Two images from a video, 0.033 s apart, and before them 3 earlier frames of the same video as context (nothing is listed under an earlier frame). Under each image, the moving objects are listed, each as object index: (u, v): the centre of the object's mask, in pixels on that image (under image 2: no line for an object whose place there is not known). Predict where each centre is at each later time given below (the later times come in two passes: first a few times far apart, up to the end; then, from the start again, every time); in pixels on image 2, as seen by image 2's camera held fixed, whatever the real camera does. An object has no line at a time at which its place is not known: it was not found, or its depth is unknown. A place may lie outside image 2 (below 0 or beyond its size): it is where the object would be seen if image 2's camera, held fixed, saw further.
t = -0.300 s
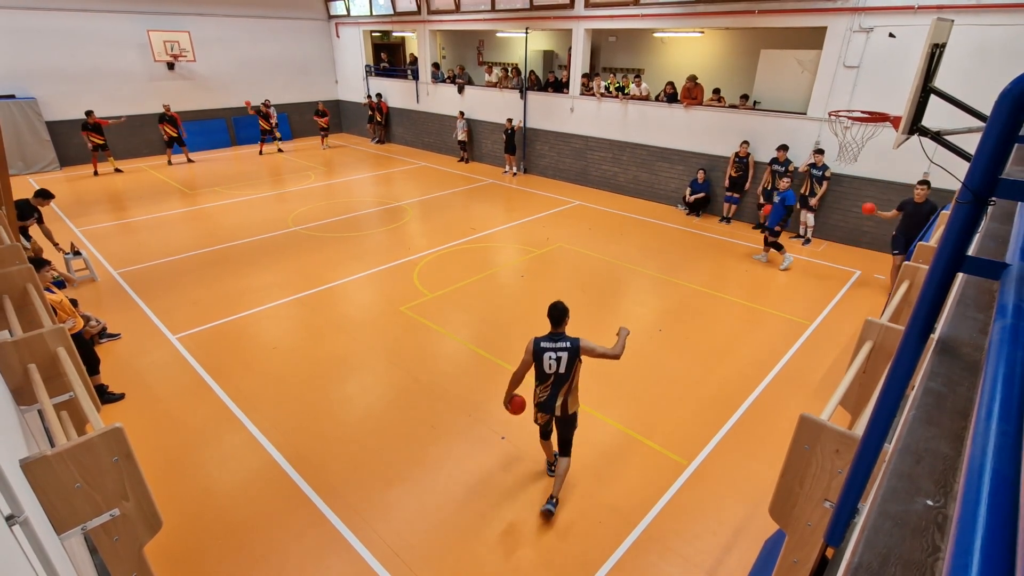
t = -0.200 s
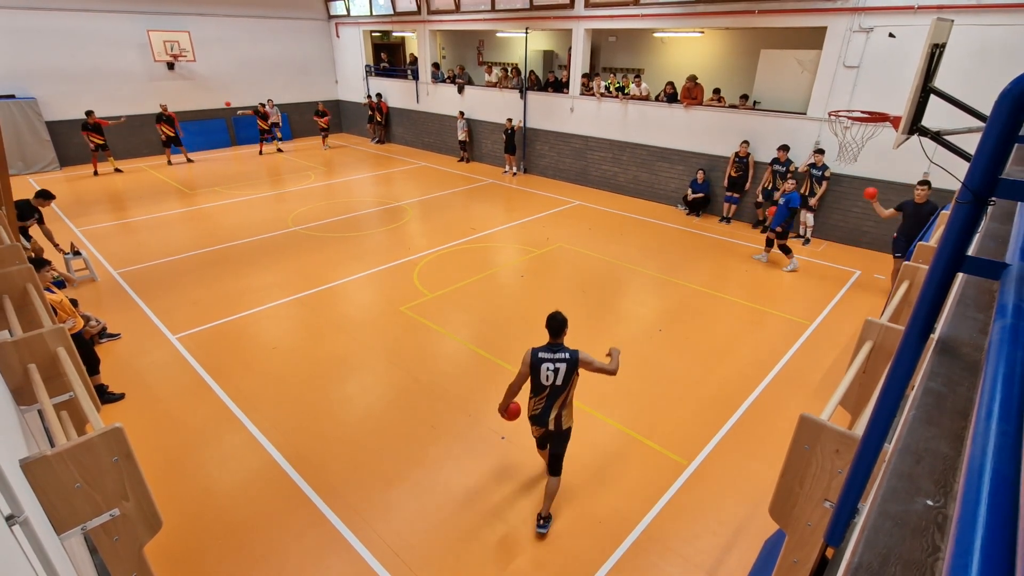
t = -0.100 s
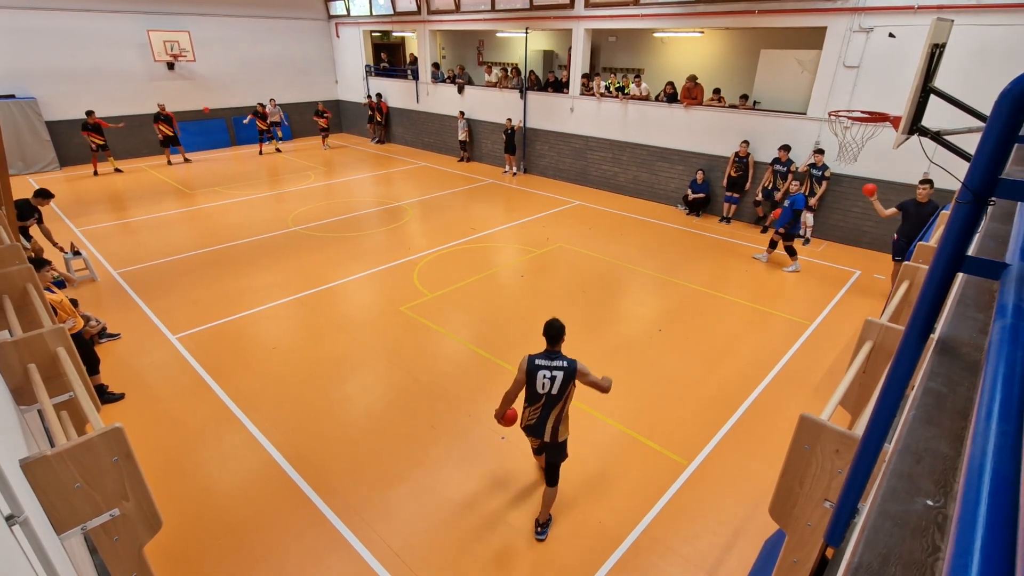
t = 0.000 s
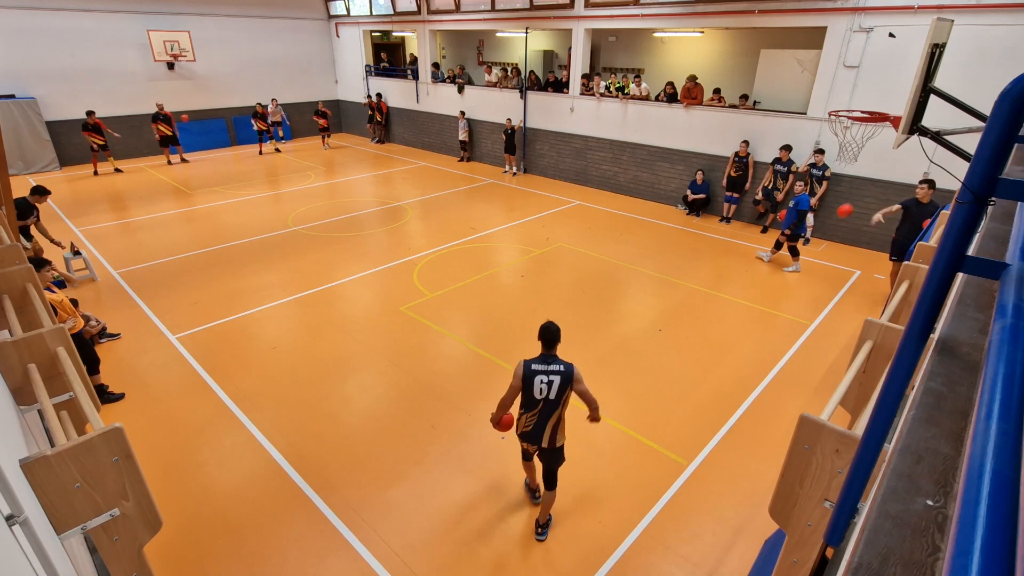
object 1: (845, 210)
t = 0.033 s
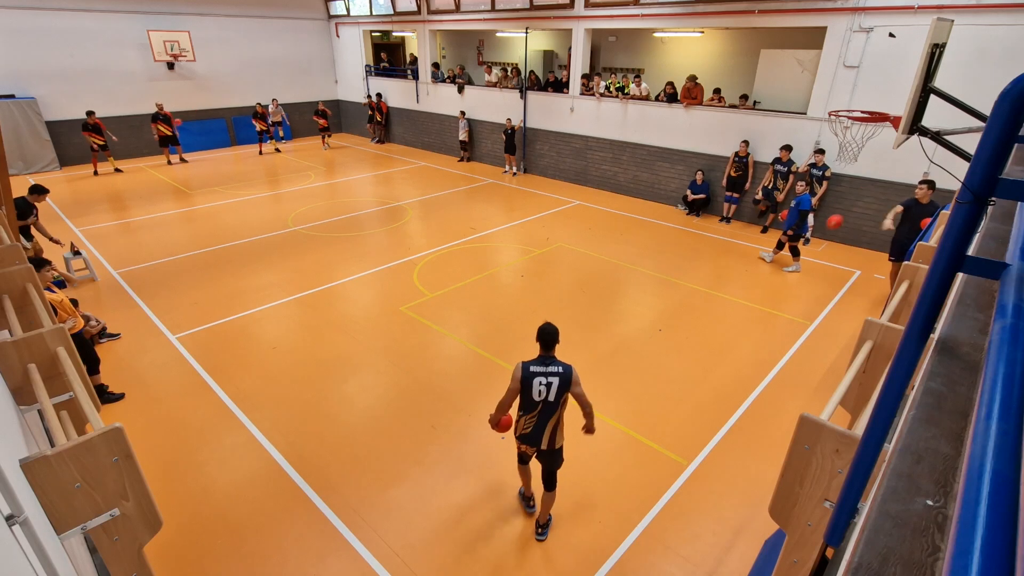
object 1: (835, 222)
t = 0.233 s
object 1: (765, 315)
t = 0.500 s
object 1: (700, 397)
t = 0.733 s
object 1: (659, 426)
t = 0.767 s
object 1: (651, 435)
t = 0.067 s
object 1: (824, 233)
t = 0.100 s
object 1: (813, 248)
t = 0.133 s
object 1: (802, 262)
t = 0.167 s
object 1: (789, 279)
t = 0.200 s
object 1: (777, 296)
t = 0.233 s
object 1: (765, 315)
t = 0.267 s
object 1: (752, 335)
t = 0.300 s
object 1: (740, 358)
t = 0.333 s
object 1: (726, 381)
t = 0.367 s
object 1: (714, 405)
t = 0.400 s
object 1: (711, 401)
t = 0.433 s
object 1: (708, 399)
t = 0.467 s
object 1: (704, 398)
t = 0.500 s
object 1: (700, 397)
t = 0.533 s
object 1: (696, 398)
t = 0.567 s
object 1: (691, 400)
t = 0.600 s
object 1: (685, 402)
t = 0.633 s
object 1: (679, 406)
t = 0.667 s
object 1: (673, 411)
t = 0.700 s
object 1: (667, 418)
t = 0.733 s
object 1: (659, 426)
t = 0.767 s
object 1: (651, 435)
